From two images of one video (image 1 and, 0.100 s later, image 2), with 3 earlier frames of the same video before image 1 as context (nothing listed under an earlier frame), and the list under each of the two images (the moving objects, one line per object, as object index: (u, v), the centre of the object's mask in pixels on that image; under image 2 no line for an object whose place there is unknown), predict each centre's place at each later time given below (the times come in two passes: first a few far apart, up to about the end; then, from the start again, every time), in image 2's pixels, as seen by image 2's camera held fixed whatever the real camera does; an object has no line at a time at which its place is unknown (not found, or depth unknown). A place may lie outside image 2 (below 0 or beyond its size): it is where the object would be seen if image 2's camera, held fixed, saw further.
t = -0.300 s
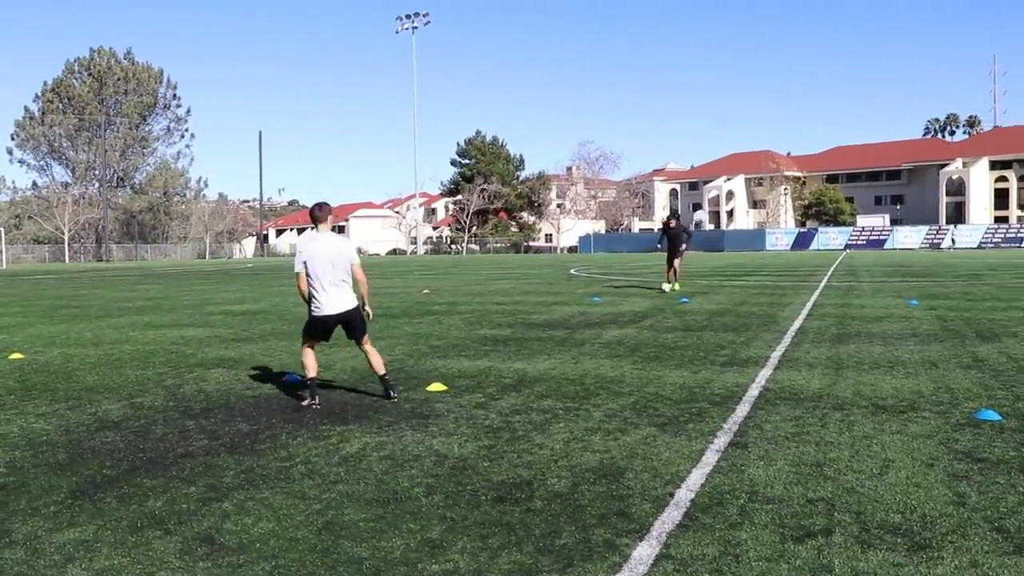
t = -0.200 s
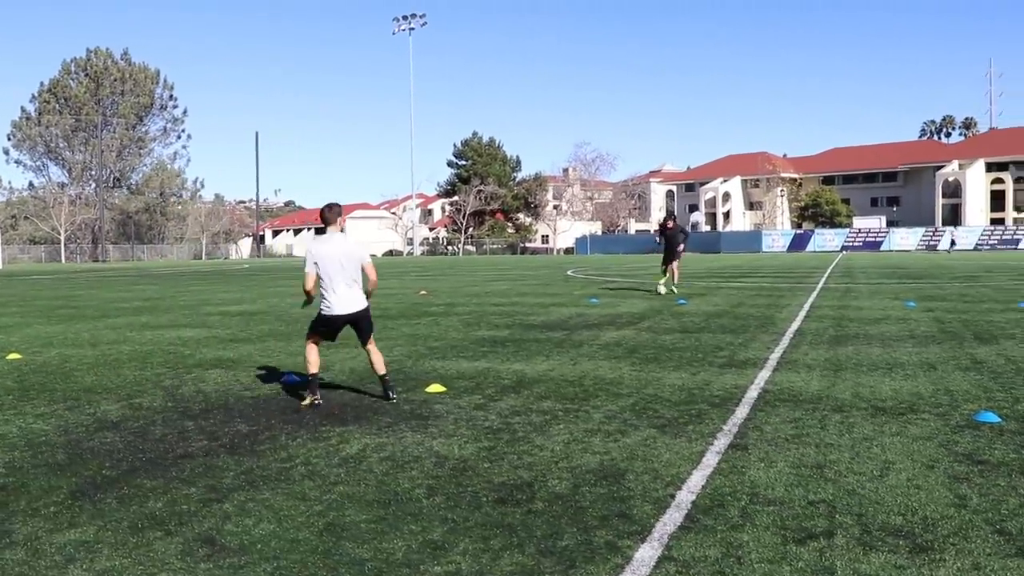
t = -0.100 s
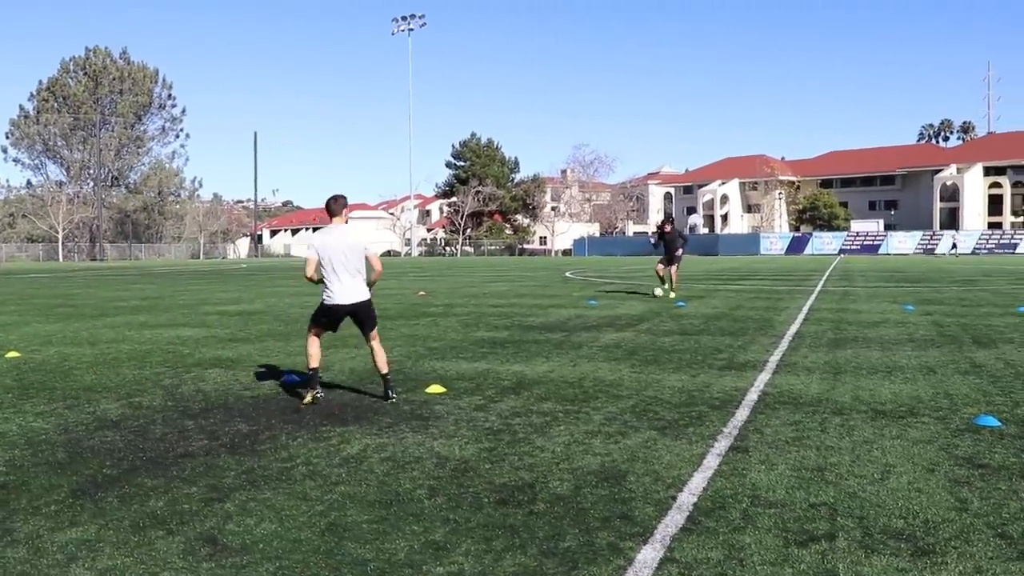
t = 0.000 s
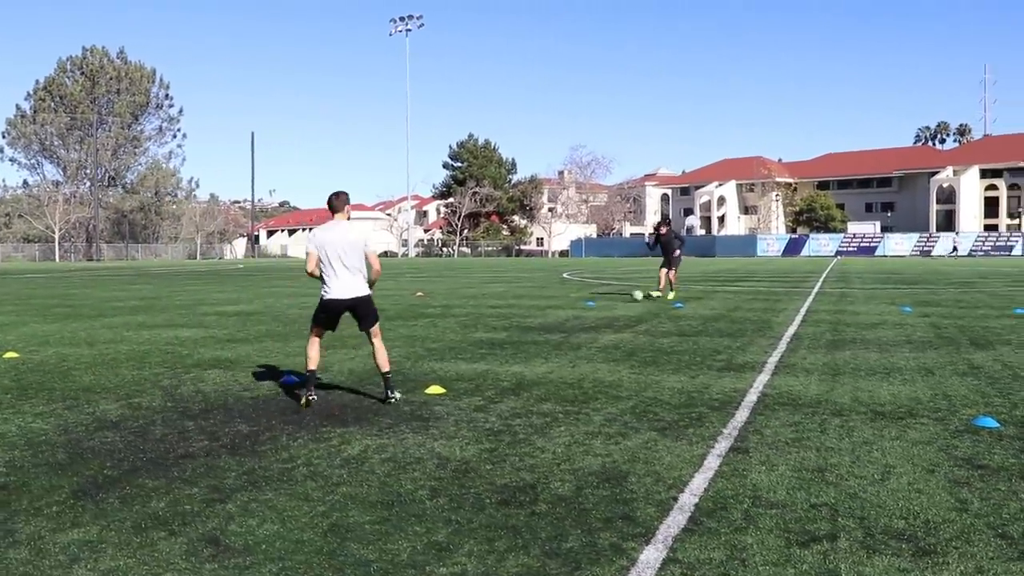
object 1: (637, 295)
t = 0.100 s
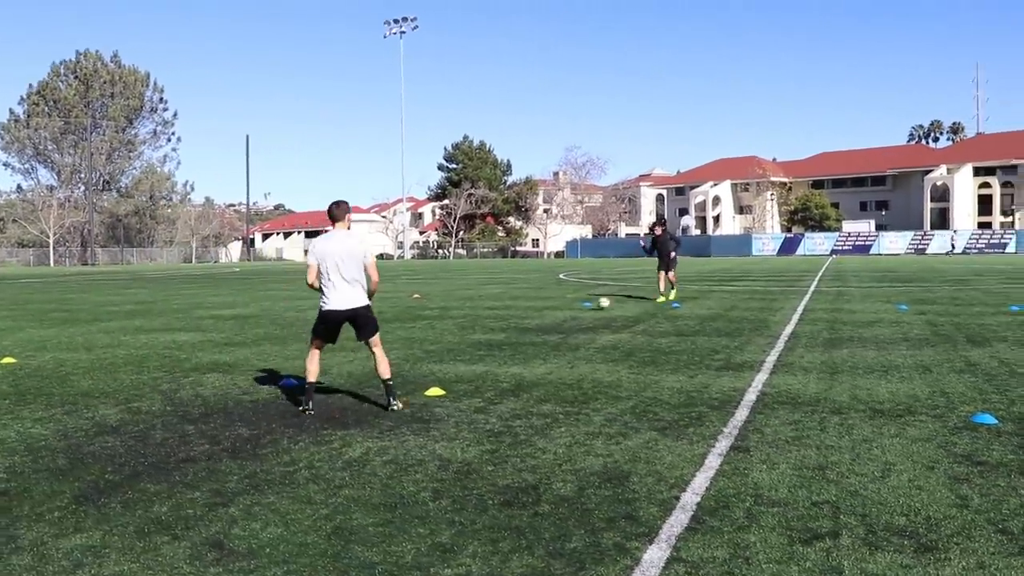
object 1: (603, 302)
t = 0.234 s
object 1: (555, 311)
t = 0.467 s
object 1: (439, 336)
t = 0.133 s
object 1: (592, 306)
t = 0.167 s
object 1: (580, 309)
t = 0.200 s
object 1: (568, 311)
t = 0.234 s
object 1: (555, 311)
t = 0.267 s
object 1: (542, 314)
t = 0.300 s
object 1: (527, 317)
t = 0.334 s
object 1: (511, 321)
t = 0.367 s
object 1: (494, 326)
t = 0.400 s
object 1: (477, 329)
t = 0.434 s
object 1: (458, 332)
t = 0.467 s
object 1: (439, 336)
